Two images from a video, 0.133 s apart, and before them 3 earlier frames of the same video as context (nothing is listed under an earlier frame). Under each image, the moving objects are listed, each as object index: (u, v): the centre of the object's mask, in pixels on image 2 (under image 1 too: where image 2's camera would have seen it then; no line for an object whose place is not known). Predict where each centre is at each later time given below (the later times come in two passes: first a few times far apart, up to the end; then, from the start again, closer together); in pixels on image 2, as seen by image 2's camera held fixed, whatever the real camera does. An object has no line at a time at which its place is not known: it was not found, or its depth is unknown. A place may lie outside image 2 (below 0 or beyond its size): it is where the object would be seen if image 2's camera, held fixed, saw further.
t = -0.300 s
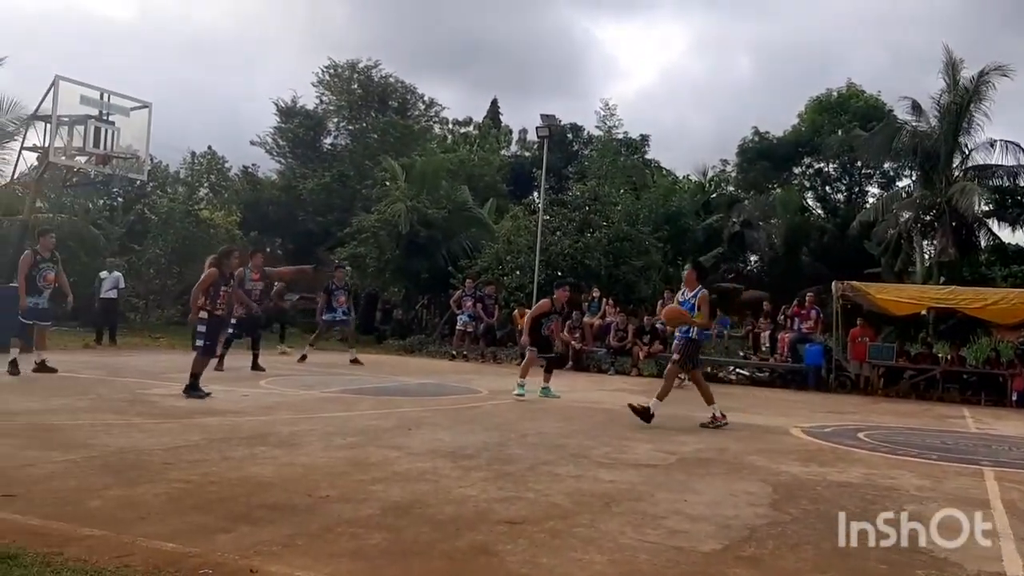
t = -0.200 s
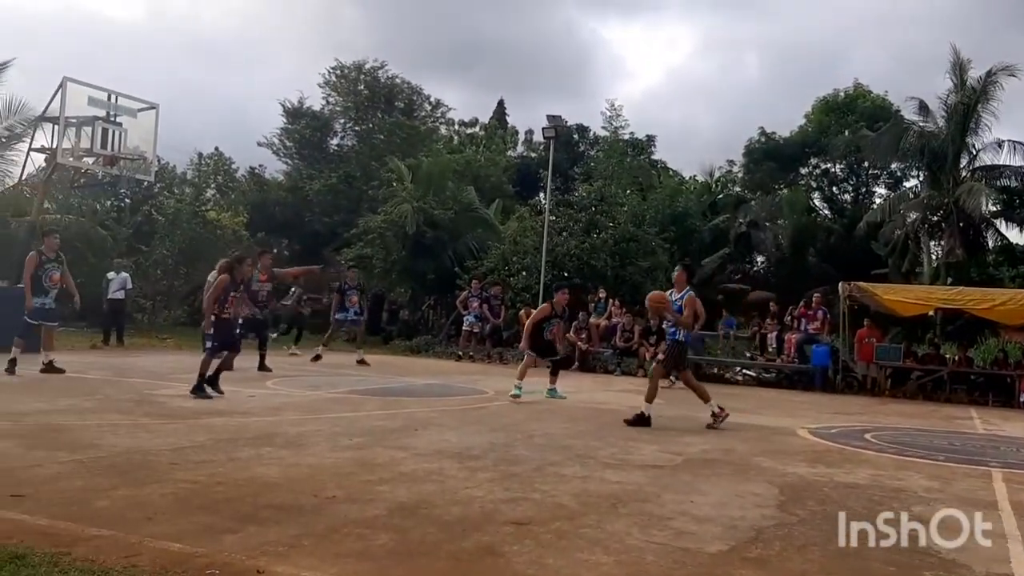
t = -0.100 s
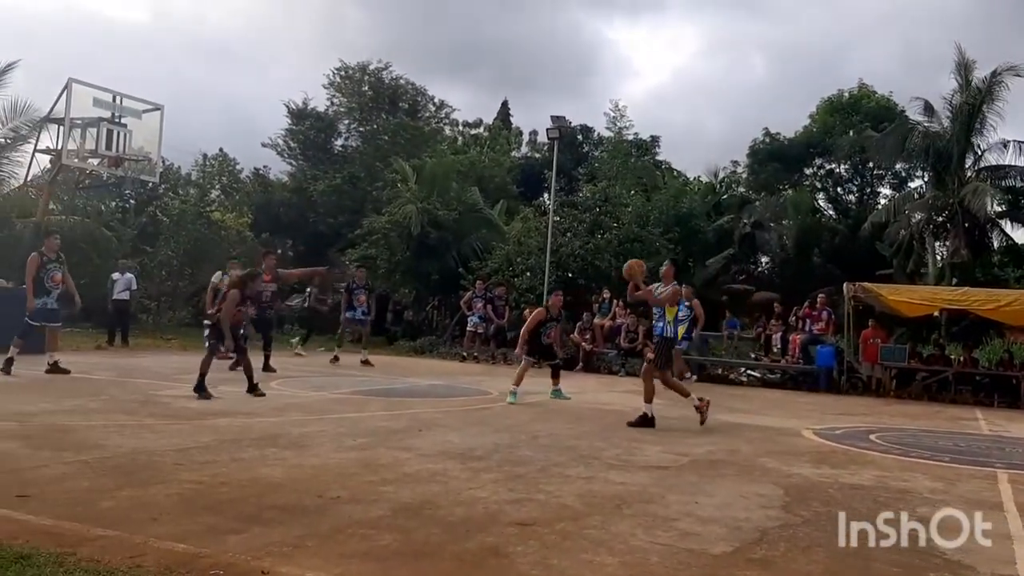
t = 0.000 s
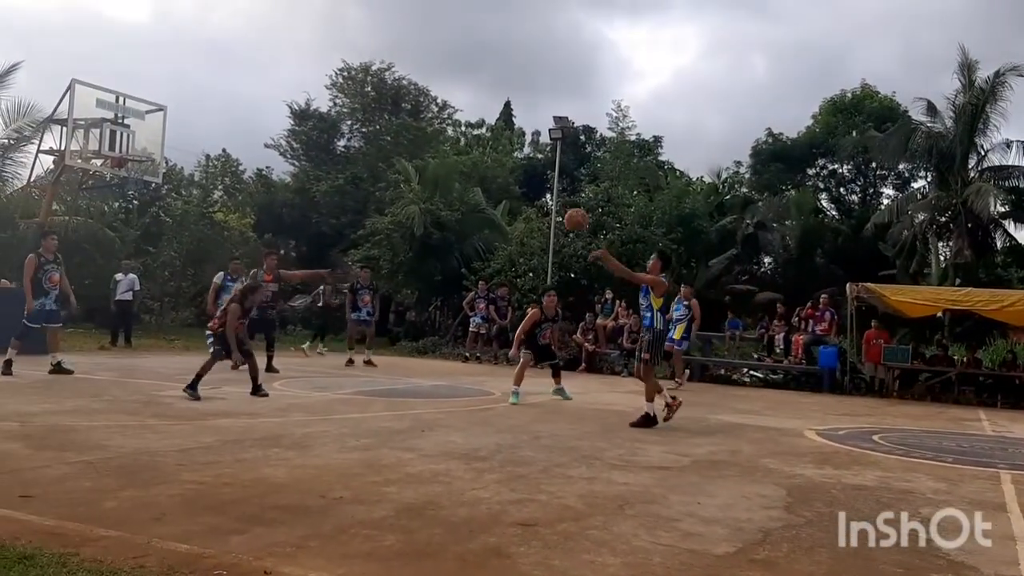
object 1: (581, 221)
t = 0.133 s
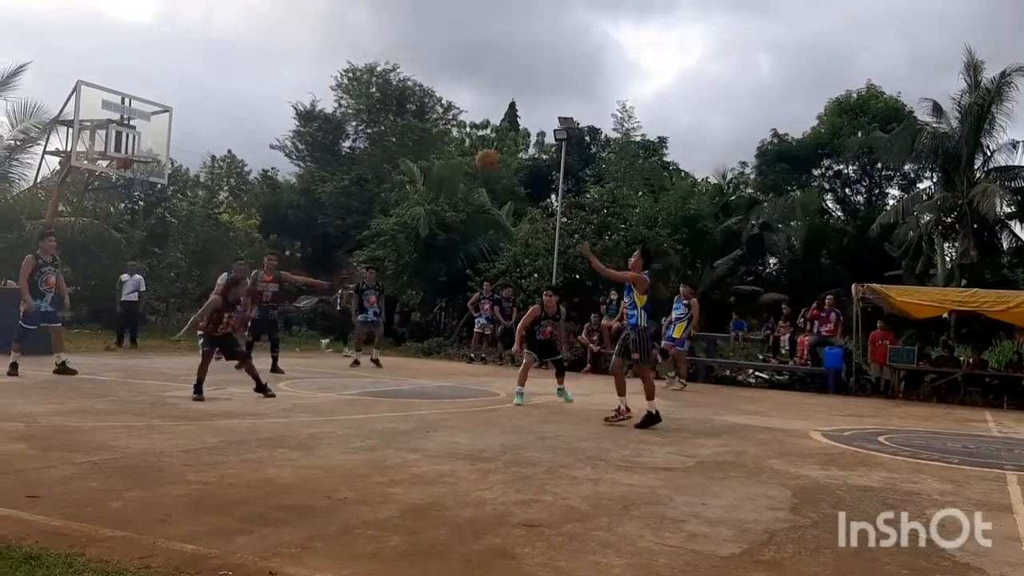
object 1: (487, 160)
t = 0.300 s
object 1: (371, 107)
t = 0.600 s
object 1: (161, 72)
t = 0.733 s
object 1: (66, 83)
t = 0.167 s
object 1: (464, 148)
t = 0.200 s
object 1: (440, 138)
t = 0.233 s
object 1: (417, 124)
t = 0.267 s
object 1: (394, 116)
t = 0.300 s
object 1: (371, 107)
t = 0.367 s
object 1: (324, 93)
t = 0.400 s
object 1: (300, 87)
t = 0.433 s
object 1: (277, 82)
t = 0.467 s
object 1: (254, 78)
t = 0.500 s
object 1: (231, 75)
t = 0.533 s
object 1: (207, 73)
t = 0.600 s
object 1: (161, 72)
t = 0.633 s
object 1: (137, 73)
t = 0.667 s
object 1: (114, 75)
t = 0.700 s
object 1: (90, 79)
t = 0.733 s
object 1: (66, 83)
